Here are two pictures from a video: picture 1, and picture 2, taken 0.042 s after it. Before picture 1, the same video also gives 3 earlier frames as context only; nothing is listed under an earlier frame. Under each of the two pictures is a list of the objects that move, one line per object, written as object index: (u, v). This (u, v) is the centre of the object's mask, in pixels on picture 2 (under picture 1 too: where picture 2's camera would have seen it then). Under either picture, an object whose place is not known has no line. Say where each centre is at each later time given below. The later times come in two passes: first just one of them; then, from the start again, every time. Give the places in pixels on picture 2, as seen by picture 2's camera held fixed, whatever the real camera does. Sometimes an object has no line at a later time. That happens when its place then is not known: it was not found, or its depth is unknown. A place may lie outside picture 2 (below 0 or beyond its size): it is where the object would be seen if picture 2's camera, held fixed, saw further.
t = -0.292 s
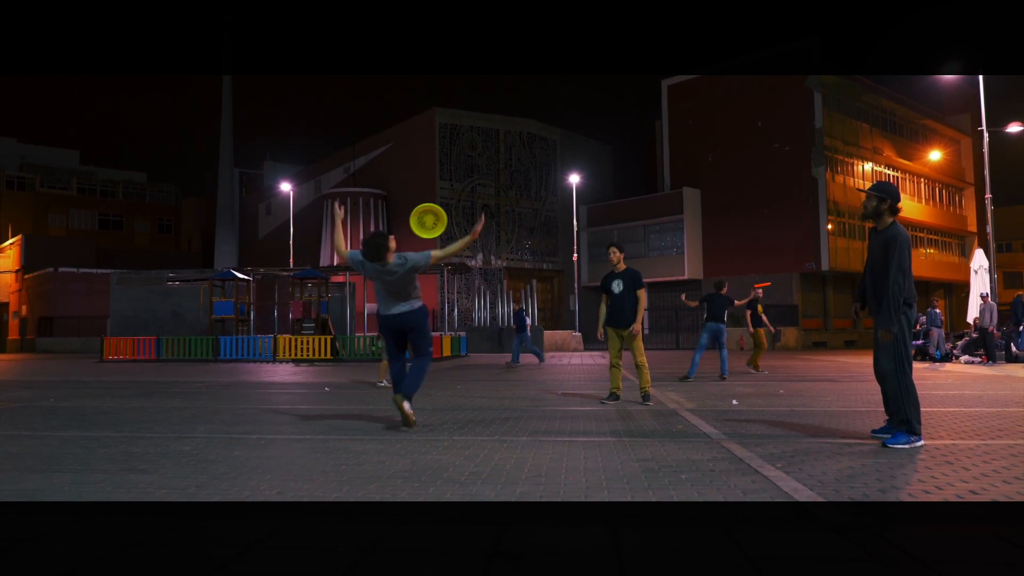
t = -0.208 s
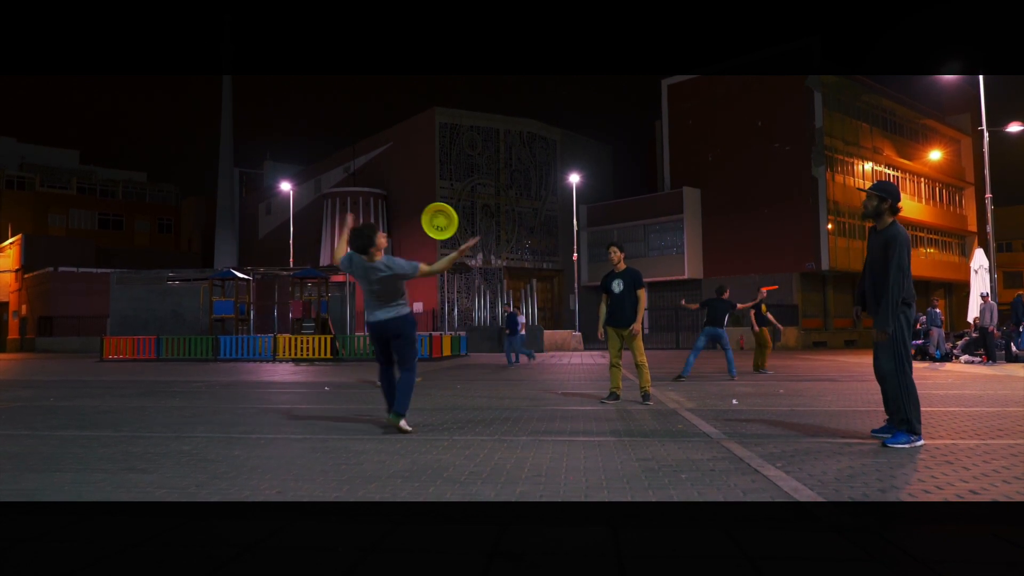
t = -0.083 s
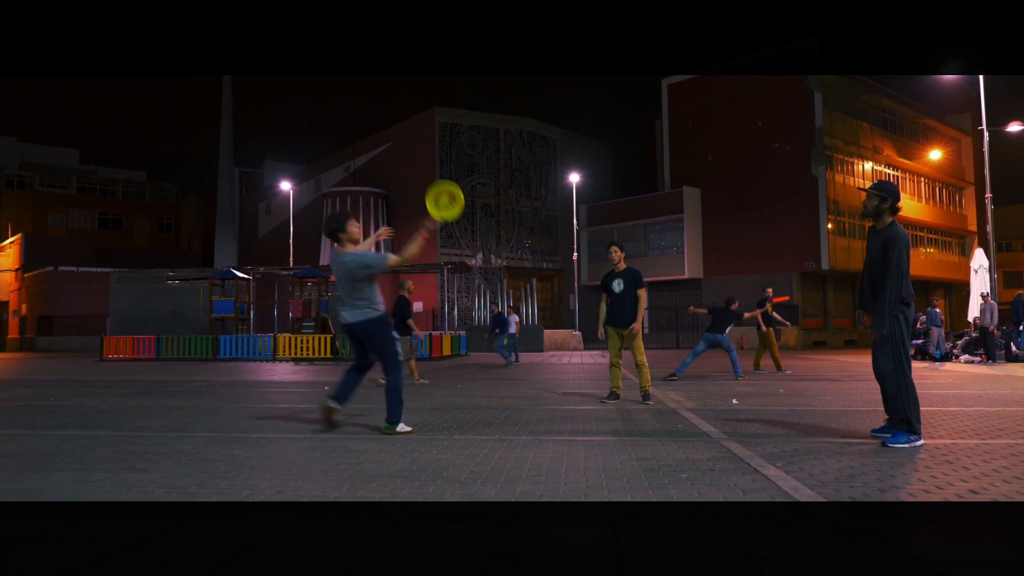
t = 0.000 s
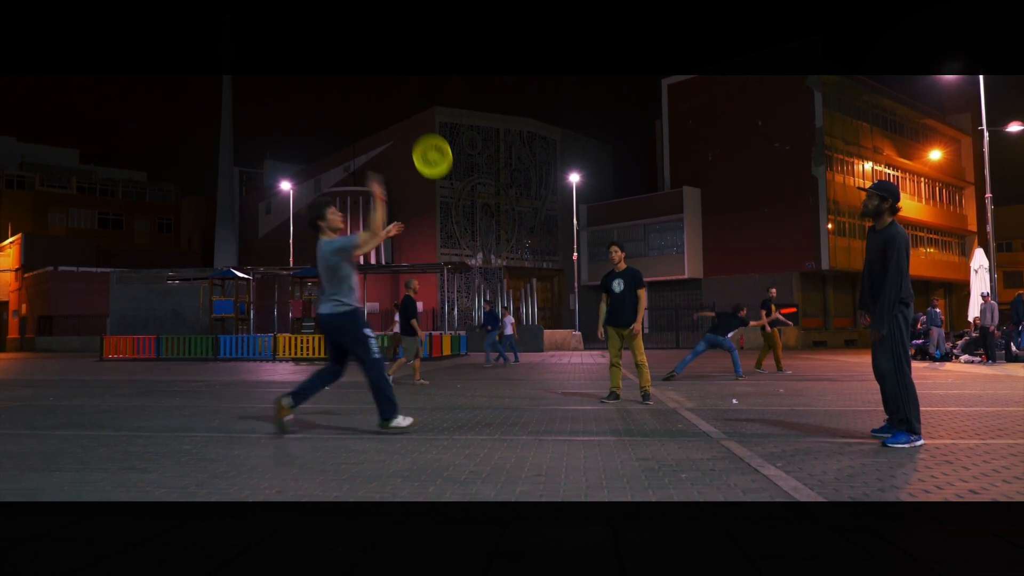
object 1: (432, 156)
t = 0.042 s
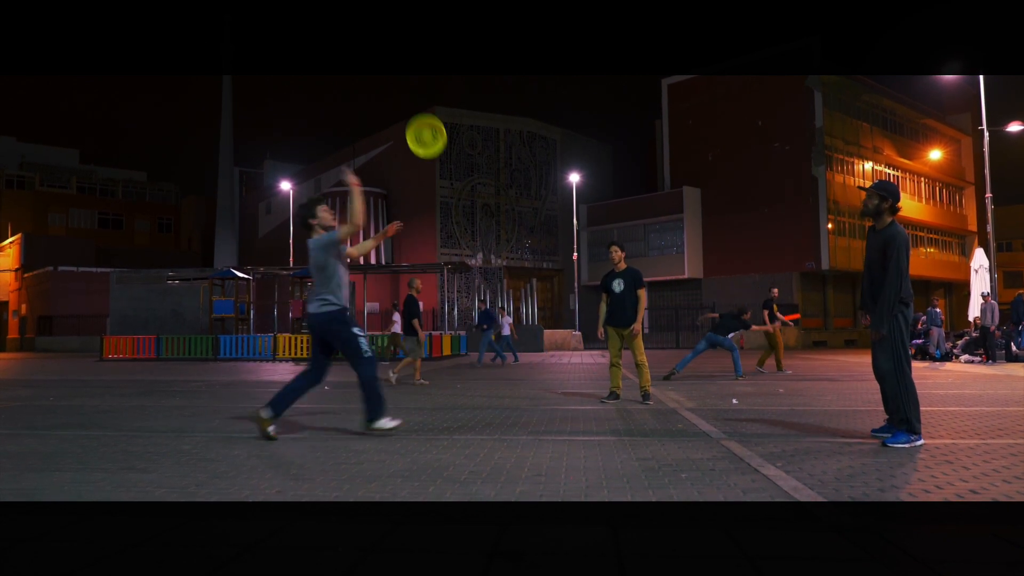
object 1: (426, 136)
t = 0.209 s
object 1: (401, 84)
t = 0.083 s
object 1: (420, 118)
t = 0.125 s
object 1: (413, 101)
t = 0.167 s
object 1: (407, 91)
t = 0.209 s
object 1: (401, 84)
